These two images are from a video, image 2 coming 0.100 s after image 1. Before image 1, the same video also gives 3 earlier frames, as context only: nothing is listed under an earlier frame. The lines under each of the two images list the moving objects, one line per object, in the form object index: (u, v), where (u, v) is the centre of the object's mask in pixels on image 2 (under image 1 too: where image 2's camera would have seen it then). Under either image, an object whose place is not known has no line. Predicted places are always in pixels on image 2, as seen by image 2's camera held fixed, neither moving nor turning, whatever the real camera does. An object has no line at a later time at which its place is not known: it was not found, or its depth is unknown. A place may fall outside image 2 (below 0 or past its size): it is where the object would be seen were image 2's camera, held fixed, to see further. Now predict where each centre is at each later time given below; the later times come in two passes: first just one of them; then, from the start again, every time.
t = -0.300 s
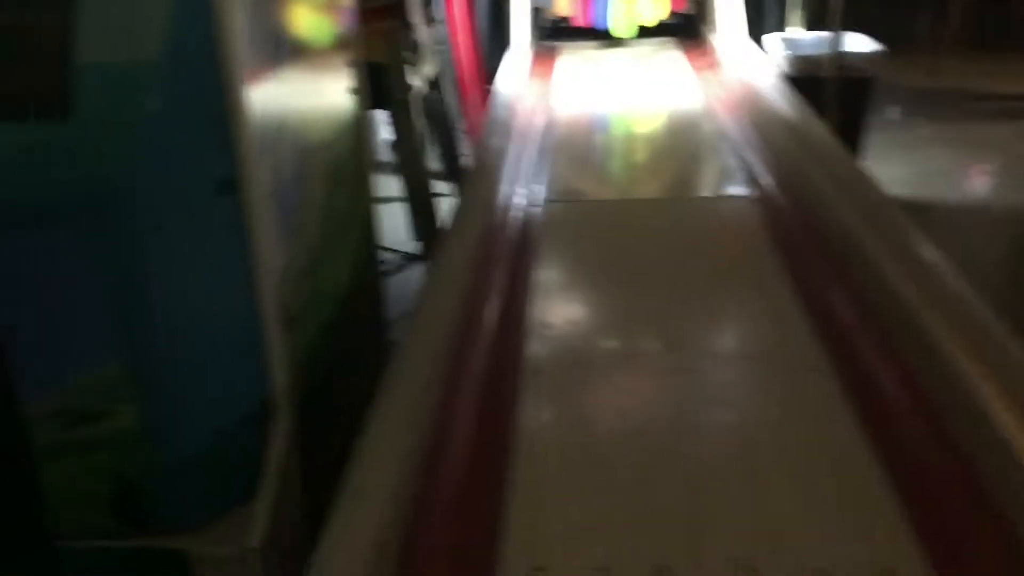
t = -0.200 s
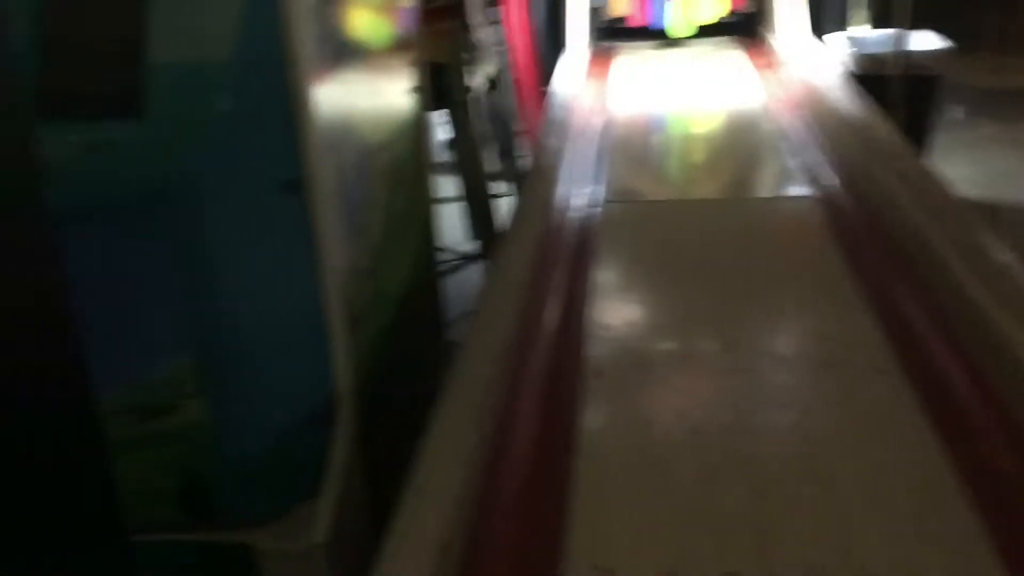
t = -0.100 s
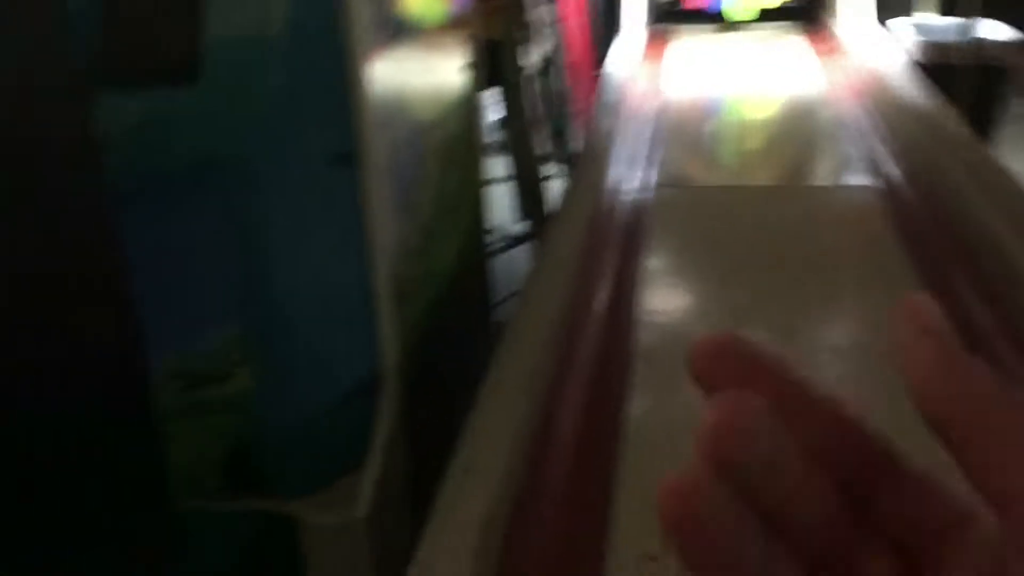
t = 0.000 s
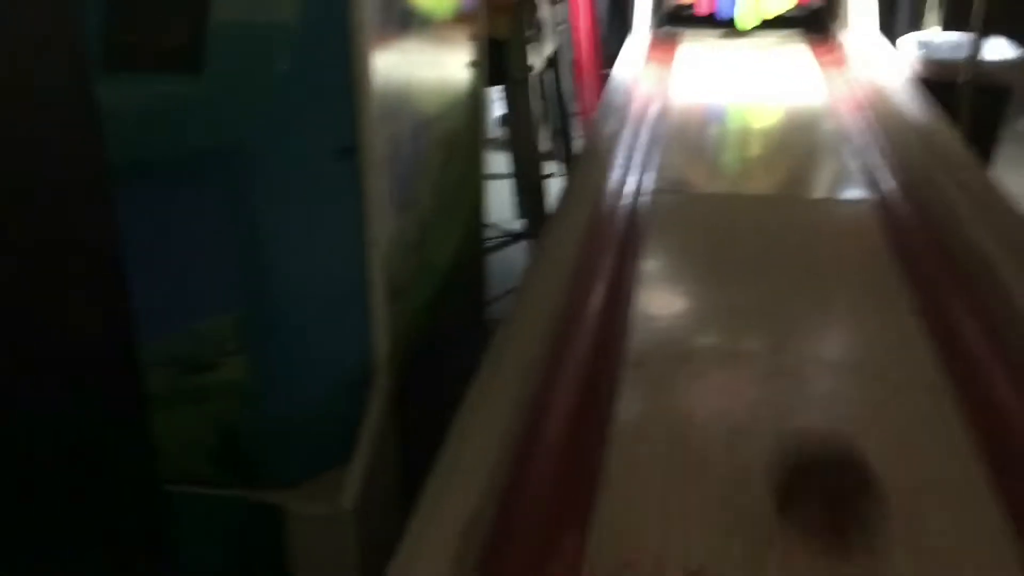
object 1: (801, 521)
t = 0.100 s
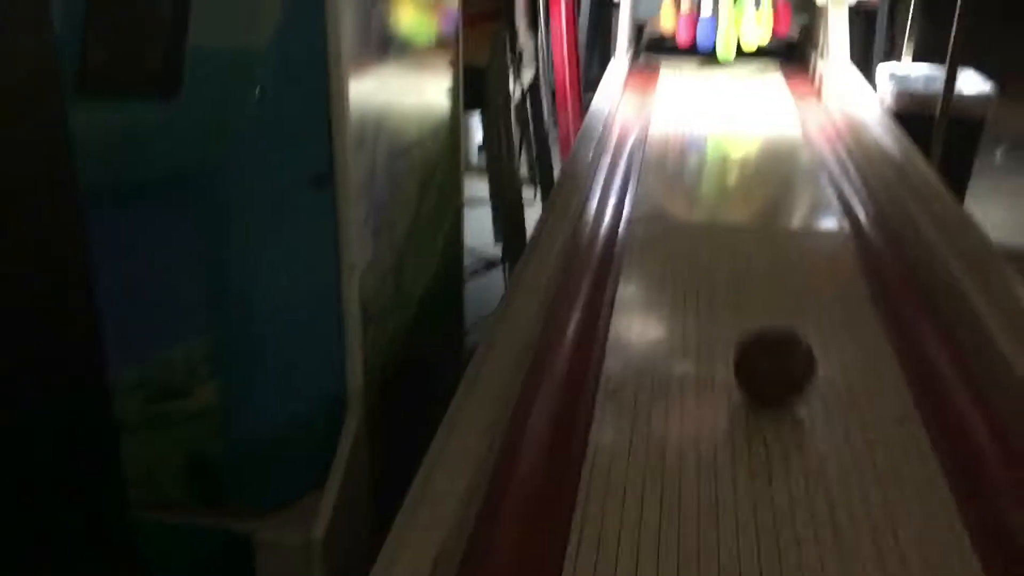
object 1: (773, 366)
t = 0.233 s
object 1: (757, 255)
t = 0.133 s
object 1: (769, 333)
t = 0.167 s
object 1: (764, 303)
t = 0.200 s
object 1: (761, 279)
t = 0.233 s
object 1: (757, 255)
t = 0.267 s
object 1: (755, 234)
